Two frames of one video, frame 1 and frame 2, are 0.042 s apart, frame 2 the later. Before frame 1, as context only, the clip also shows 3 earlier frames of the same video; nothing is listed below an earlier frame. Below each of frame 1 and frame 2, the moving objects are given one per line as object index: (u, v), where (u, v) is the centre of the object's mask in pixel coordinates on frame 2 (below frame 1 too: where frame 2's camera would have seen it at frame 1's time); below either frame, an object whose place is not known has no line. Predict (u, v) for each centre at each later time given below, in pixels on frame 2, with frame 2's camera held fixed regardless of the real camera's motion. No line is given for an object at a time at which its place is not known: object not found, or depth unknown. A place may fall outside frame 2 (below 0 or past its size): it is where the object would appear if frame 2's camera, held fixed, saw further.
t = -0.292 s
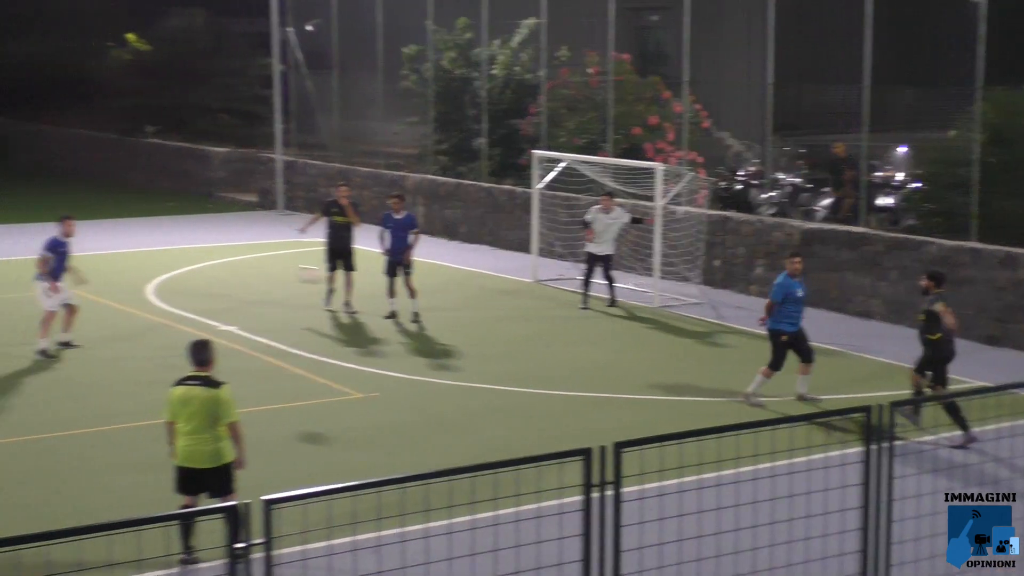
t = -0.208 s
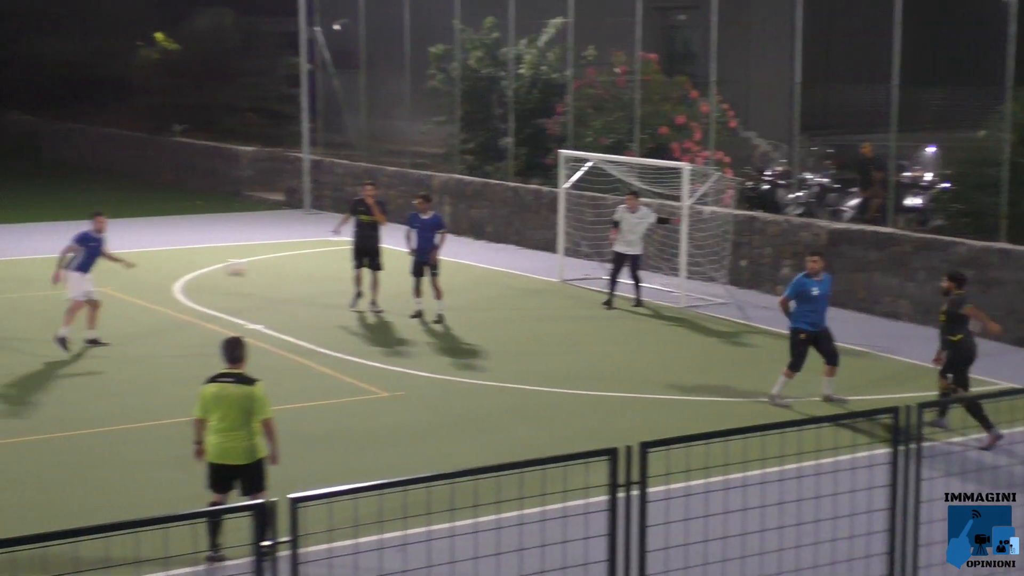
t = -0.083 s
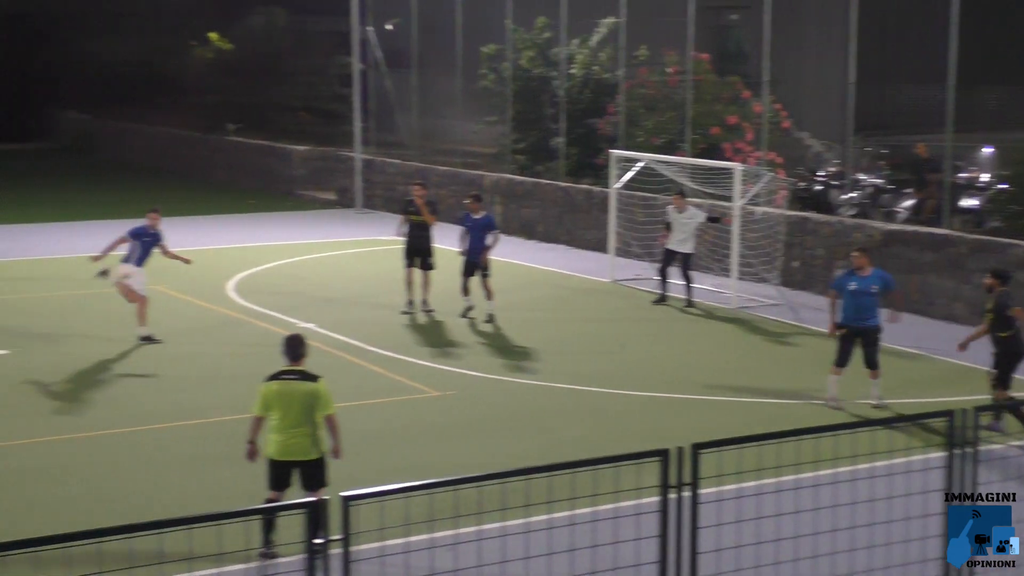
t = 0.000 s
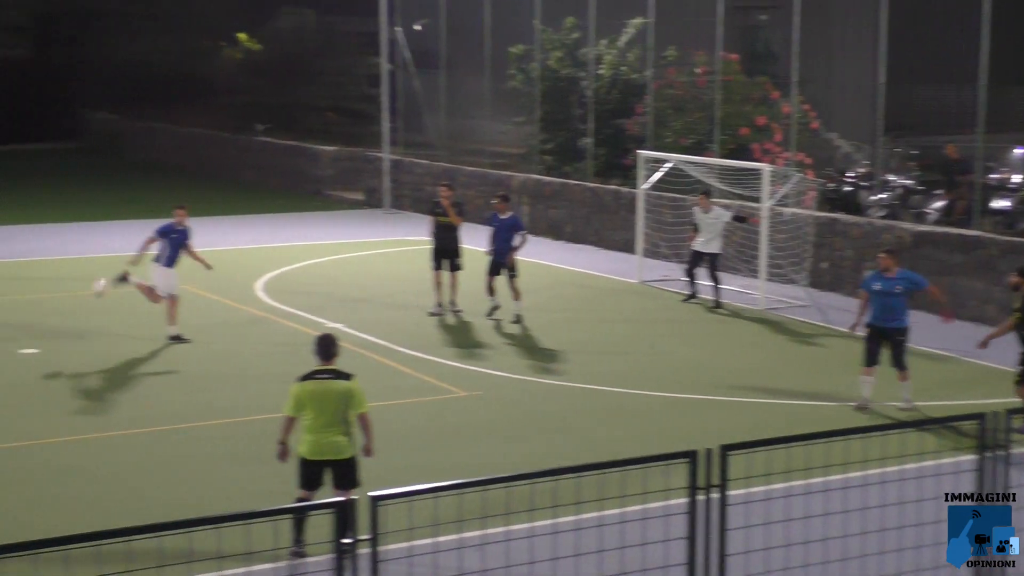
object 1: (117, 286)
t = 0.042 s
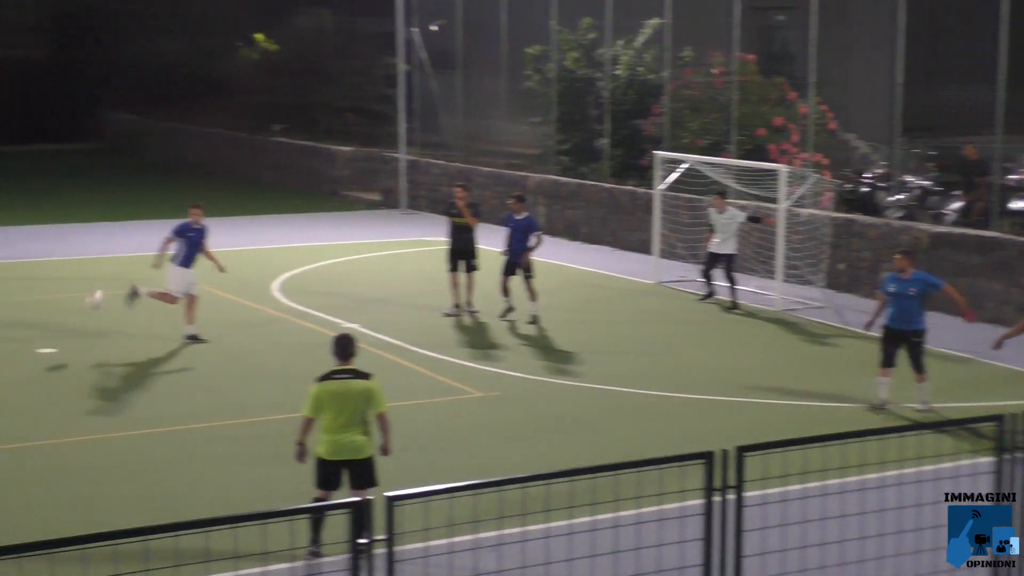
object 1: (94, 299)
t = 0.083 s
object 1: (74, 310)
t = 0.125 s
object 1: (50, 326)
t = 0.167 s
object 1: (32, 337)
